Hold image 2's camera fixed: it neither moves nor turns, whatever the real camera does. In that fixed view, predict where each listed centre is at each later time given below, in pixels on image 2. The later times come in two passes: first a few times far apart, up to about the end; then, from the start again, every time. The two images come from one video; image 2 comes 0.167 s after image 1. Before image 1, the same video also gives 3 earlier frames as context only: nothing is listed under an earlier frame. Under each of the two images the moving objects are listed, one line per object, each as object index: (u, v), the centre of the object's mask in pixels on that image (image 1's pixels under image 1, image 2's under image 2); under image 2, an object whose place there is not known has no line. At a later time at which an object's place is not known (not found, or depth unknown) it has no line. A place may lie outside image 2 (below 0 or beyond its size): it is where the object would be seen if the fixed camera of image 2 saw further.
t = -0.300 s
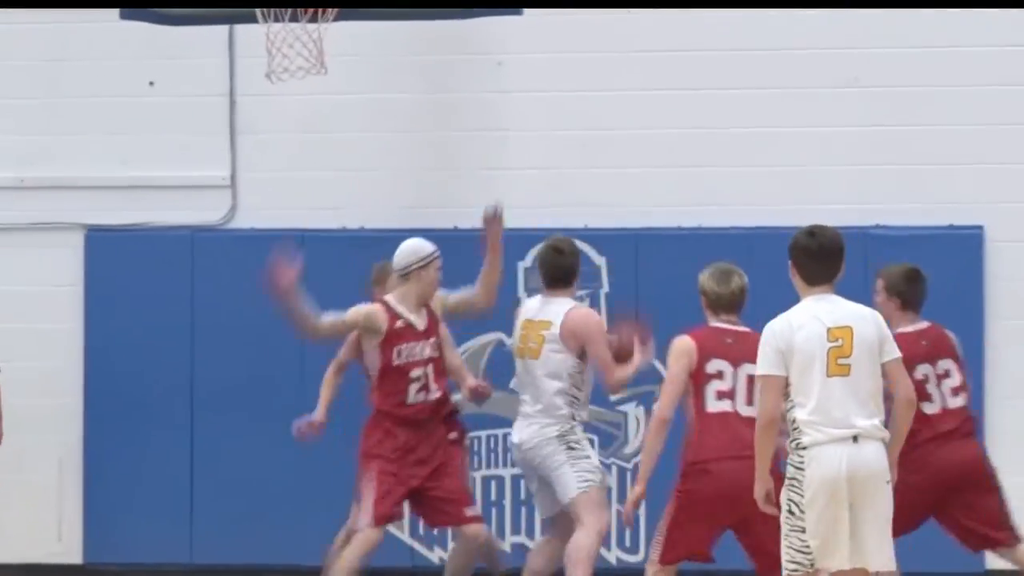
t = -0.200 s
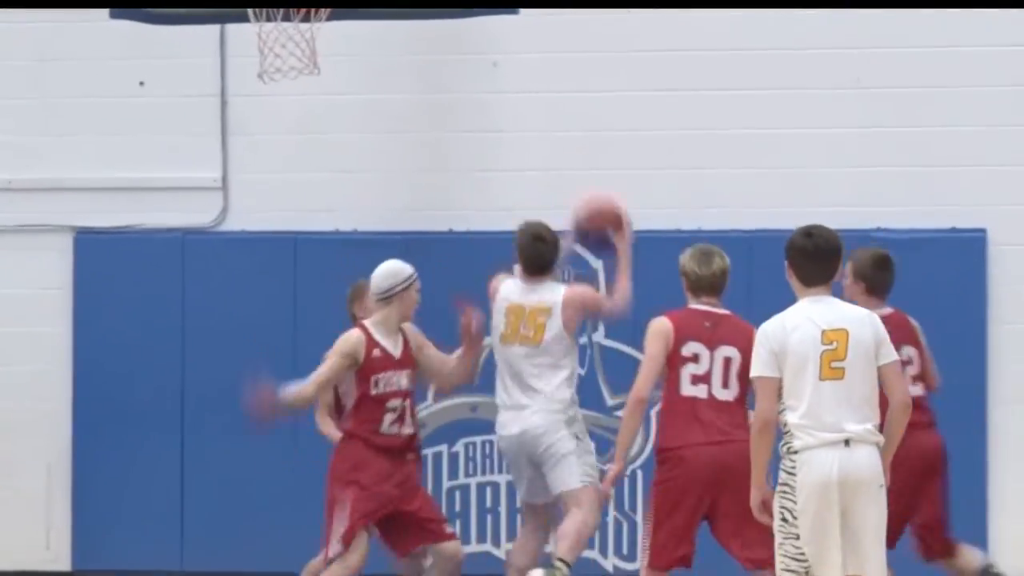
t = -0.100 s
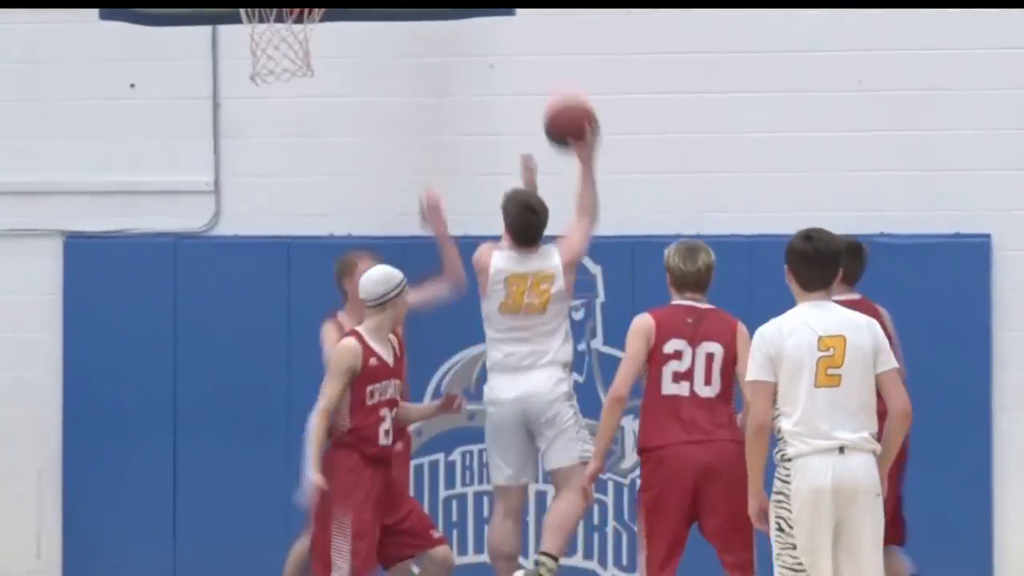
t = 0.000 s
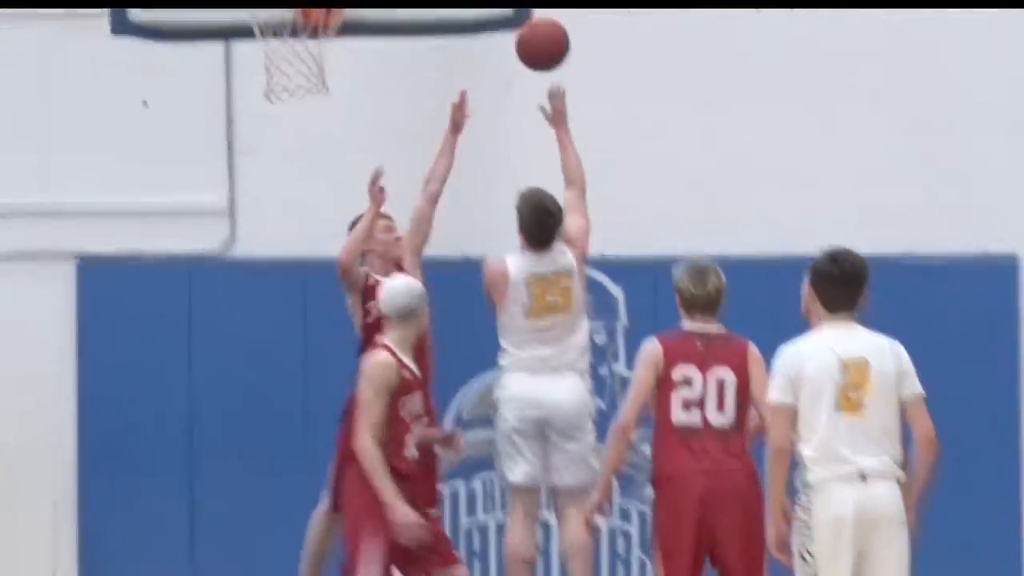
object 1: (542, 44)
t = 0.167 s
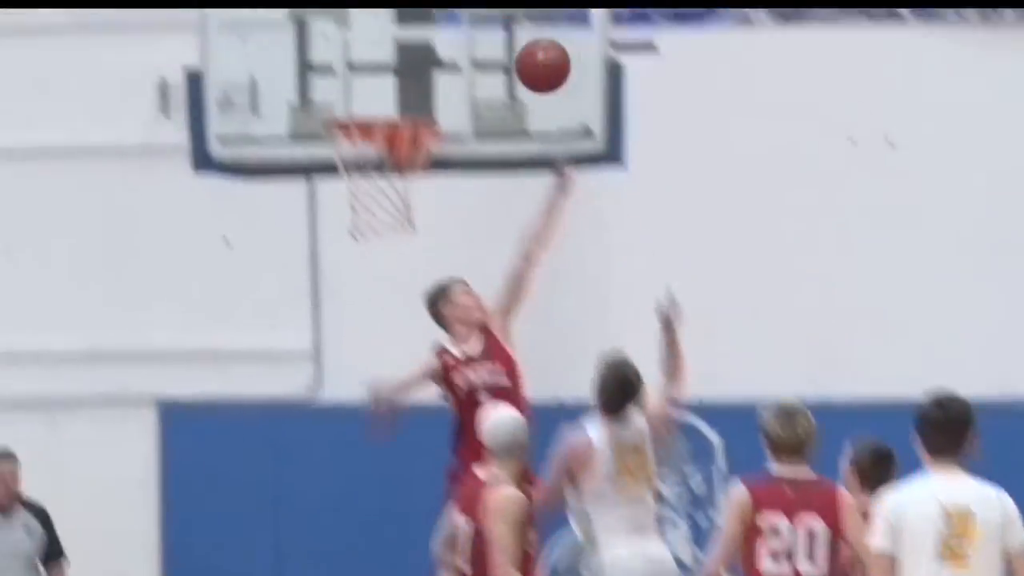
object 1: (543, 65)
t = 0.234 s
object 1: (509, 43)
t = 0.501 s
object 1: (384, 81)
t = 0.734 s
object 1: (360, 98)
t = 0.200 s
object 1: (525, 51)
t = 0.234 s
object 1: (509, 43)
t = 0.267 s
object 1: (494, 40)
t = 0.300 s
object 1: (479, 39)
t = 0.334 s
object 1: (462, 39)
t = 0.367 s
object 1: (447, 42)
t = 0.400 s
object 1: (431, 47)
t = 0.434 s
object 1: (415, 57)
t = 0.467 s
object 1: (400, 67)
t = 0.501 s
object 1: (384, 81)
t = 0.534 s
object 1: (371, 94)
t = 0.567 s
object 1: (369, 92)
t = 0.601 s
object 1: (367, 89)
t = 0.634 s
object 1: (365, 89)
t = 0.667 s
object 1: (363, 90)
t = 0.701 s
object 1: (362, 94)
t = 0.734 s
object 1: (360, 98)
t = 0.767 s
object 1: (359, 101)
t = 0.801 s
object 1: (367, 100)
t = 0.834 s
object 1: (375, 99)
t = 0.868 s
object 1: (383, 100)
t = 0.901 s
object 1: (390, 102)
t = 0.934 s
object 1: (397, 106)
